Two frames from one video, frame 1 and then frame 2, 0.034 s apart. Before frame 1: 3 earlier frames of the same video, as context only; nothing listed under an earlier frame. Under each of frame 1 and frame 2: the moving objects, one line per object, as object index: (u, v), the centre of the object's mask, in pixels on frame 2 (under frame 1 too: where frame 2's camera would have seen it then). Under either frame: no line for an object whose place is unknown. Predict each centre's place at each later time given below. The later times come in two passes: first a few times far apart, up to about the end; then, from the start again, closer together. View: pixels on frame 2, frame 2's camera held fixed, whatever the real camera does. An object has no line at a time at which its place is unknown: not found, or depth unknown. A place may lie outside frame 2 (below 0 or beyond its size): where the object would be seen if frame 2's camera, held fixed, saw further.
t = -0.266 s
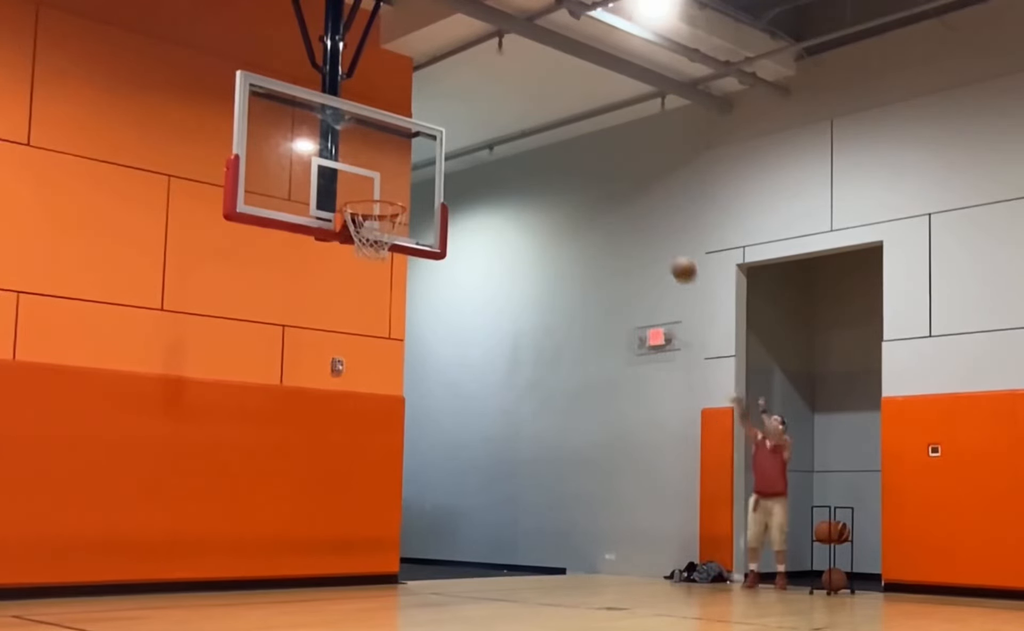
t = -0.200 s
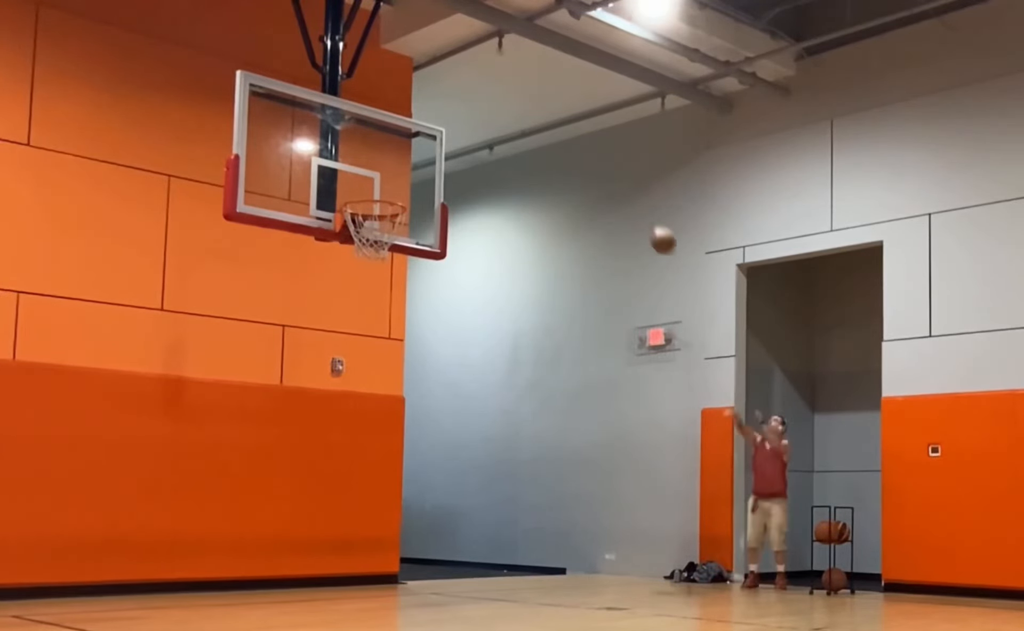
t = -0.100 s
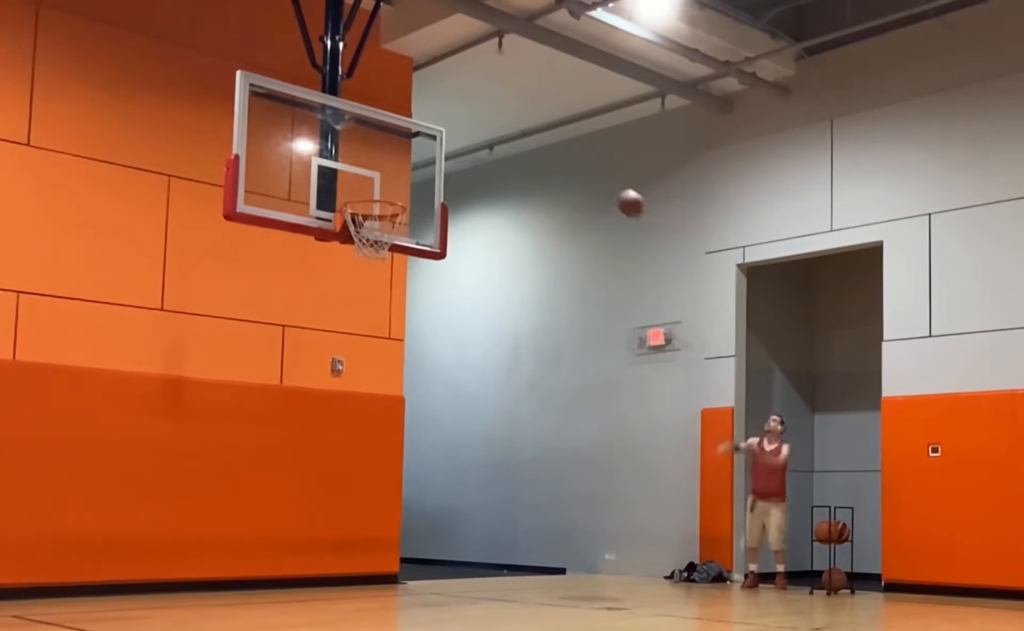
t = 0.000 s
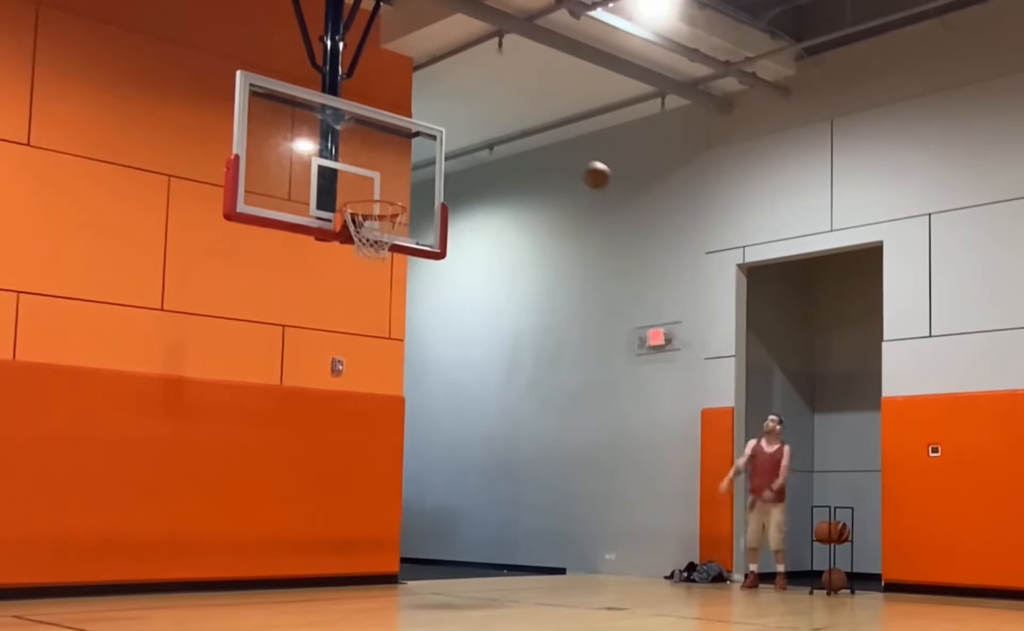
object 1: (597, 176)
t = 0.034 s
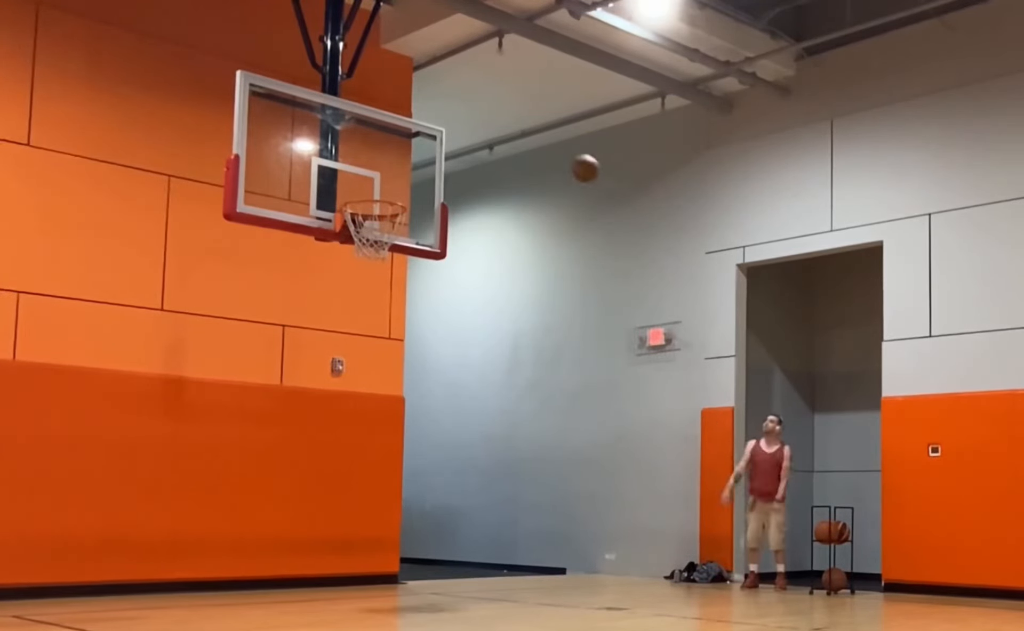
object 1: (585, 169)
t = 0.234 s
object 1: (510, 148)
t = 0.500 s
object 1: (391, 192)
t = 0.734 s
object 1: (357, 238)
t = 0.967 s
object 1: (379, 285)
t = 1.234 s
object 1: (399, 426)
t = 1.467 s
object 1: (414, 592)
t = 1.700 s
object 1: (443, 471)
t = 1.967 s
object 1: (472, 421)
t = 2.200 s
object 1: (495, 450)
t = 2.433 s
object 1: (513, 542)
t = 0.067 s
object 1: (573, 162)
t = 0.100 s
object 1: (561, 156)
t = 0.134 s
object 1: (548, 153)
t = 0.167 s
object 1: (536, 150)
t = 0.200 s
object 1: (523, 148)
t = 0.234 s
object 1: (510, 148)
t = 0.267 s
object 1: (495, 149)
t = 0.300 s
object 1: (482, 150)
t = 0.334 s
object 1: (467, 154)
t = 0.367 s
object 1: (453, 158)
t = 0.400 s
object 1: (438, 164)
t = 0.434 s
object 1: (422, 172)
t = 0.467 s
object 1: (407, 183)
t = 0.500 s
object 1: (391, 192)
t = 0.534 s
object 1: (376, 204)
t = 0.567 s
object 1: (358, 217)
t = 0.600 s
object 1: (351, 228)
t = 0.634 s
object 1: (351, 228)
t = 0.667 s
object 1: (351, 229)
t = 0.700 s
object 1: (353, 232)
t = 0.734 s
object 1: (357, 238)
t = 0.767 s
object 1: (363, 244)
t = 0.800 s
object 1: (365, 248)
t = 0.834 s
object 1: (368, 251)
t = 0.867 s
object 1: (371, 258)
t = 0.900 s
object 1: (373, 266)
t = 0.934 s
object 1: (376, 275)
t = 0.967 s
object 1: (379, 285)
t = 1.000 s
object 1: (381, 298)
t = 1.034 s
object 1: (384, 313)
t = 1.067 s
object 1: (387, 329)
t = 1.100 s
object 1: (389, 345)
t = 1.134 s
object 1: (392, 364)
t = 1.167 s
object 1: (395, 383)
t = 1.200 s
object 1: (397, 405)
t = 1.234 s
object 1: (399, 426)
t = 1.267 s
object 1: (402, 451)
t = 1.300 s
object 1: (403, 477)
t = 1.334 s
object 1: (405, 502)
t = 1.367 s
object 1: (408, 530)
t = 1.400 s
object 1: (411, 558)
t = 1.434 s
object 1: (411, 589)
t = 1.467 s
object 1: (414, 592)
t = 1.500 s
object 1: (418, 569)
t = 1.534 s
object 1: (424, 550)
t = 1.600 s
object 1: (431, 513)
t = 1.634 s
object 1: (435, 498)
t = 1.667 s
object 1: (440, 484)
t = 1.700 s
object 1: (443, 471)
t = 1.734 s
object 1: (447, 460)
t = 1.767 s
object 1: (451, 450)
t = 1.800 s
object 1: (455, 442)
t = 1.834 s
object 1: (458, 435)
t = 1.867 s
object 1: (462, 429)
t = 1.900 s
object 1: (466, 425)
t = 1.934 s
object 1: (469, 422)
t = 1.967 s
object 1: (472, 421)
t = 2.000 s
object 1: (476, 421)
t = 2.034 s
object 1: (479, 423)
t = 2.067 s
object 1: (482, 425)
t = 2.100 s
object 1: (485, 430)
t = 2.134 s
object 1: (489, 435)
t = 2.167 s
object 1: (492, 442)
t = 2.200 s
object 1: (495, 450)
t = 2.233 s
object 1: (498, 459)
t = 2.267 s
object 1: (500, 470)
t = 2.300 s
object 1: (503, 482)
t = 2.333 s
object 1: (506, 495)
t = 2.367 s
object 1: (508, 510)
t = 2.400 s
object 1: (511, 526)
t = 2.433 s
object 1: (513, 542)
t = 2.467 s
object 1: (515, 561)
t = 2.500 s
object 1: (518, 580)
